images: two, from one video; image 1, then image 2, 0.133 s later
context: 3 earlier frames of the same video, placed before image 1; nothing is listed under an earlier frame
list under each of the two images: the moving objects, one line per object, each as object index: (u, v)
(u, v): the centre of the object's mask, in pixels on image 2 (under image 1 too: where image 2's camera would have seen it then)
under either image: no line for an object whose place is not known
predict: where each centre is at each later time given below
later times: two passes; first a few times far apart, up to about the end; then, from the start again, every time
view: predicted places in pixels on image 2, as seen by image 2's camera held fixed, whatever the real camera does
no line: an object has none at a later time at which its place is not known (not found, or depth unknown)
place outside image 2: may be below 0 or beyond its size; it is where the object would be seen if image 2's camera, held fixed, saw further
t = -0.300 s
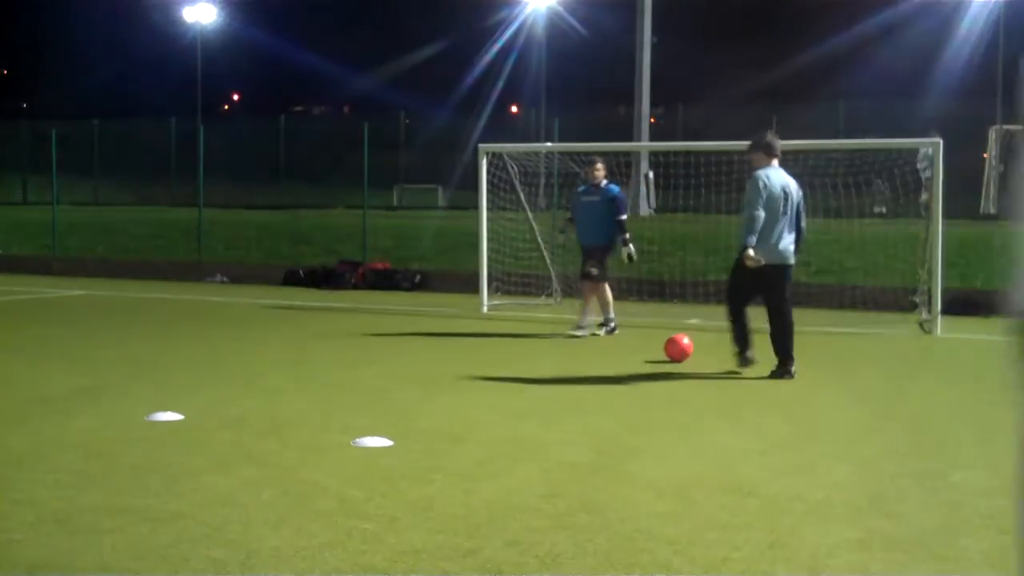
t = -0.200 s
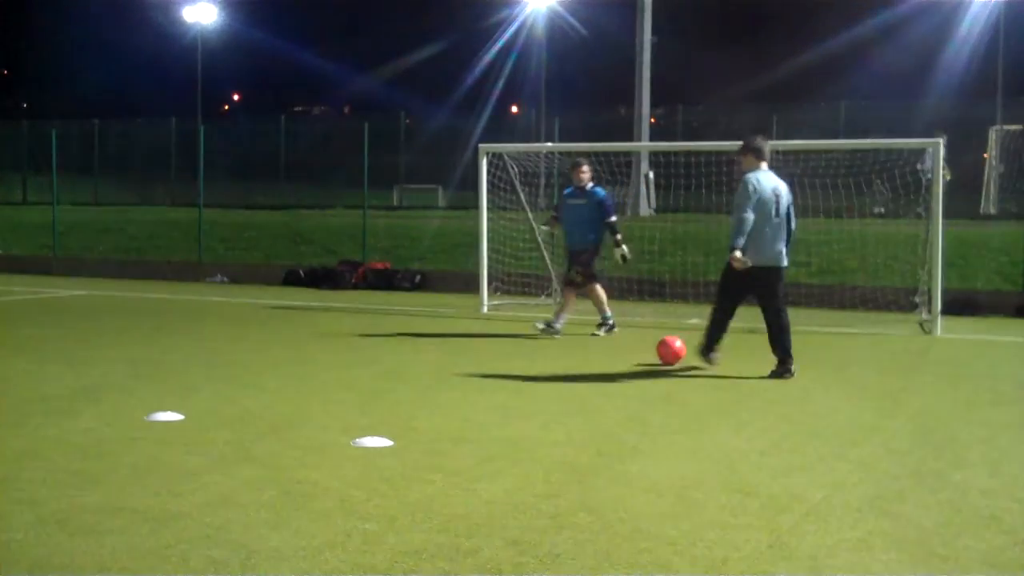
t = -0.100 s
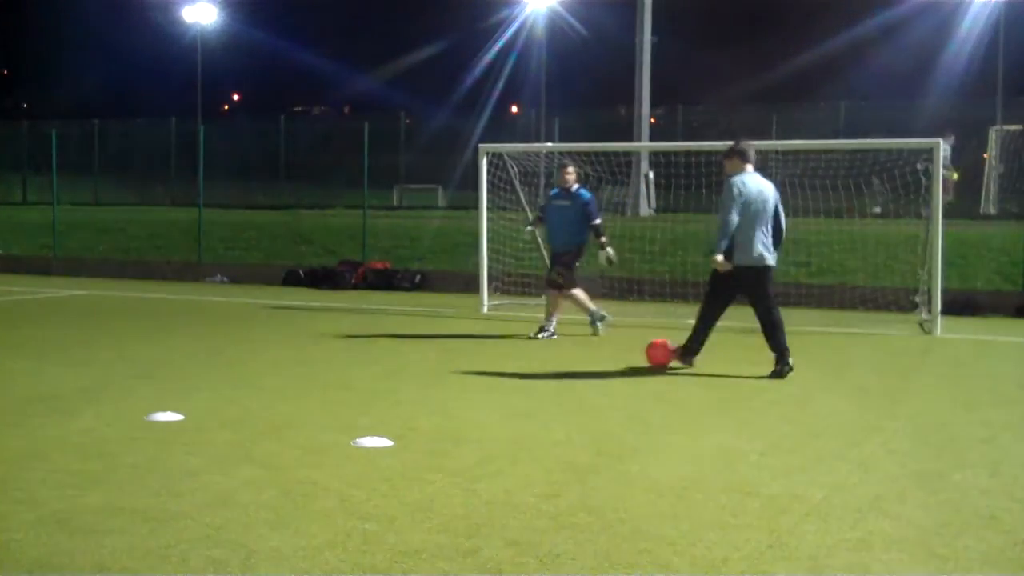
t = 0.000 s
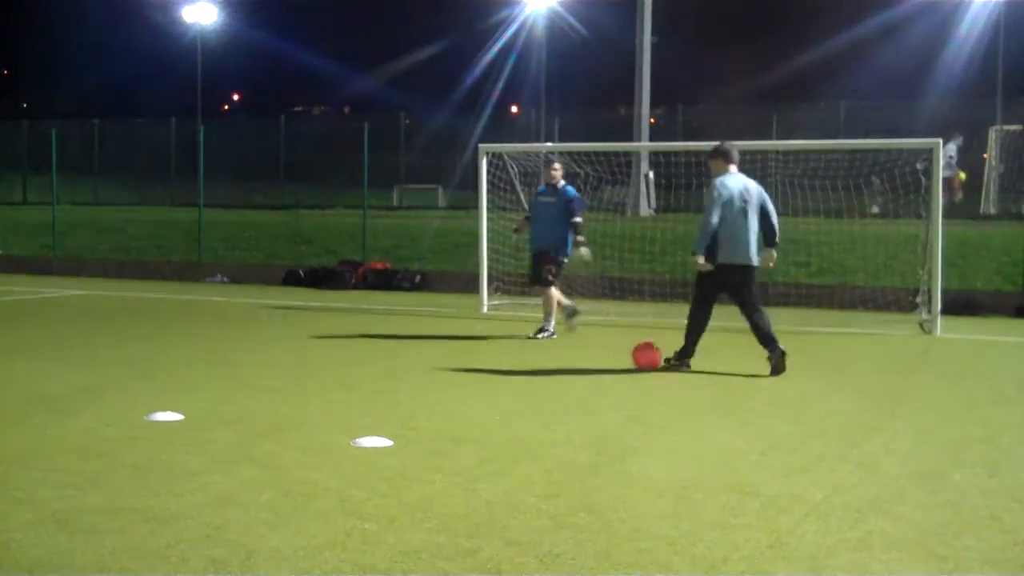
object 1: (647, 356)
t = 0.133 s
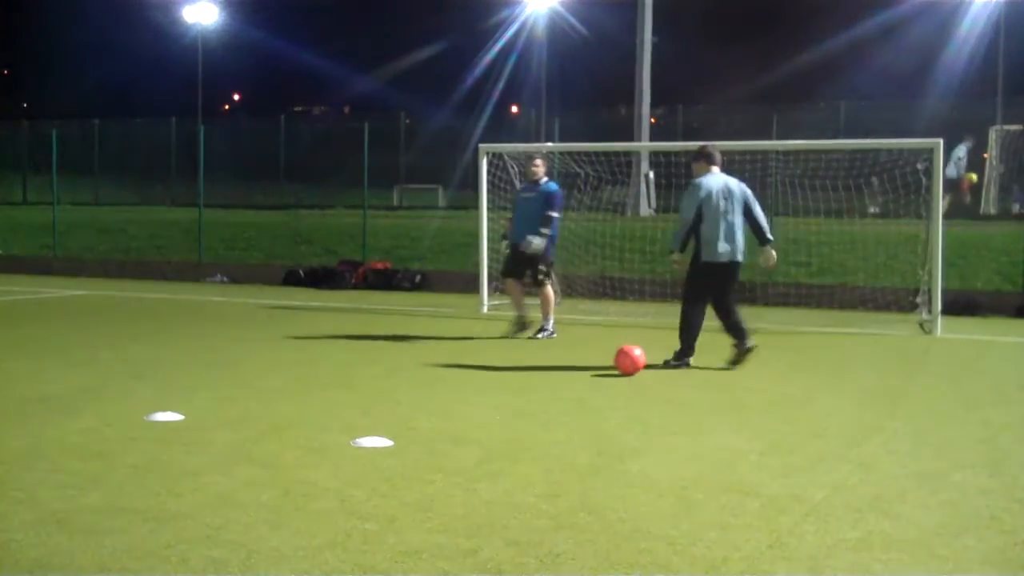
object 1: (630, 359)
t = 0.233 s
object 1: (616, 362)
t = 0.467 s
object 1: (581, 371)
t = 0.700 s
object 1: (543, 378)
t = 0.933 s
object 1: (500, 387)
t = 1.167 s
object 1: (453, 397)
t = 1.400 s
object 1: (399, 409)
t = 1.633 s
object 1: (338, 421)
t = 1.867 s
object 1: (268, 435)
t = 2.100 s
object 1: (189, 451)
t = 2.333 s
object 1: (95, 469)
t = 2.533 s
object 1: (16, 486)
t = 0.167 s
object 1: (626, 361)
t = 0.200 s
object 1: (621, 361)
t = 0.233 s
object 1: (616, 362)
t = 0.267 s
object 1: (611, 364)
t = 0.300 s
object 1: (606, 364)
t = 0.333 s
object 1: (602, 366)
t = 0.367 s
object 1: (597, 366)
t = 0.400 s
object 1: (591, 368)
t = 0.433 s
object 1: (587, 369)
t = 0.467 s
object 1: (581, 371)
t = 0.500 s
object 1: (576, 371)
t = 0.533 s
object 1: (571, 372)
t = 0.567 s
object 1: (565, 374)
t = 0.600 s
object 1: (560, 375)
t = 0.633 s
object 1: (554, 376)
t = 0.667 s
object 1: (549, 377)
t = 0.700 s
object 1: (543, 378)
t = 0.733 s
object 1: (537, 379)
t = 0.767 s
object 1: (532, 381)
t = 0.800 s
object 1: (525, 382)
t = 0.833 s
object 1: (519, 383)
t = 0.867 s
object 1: (513, 385)
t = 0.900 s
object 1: (507, 386)
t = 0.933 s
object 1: (500, 387)
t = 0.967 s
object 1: (494, 388)
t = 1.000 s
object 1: (487, 390)
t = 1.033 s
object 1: (480, 392)
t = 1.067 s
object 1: (474, 393)
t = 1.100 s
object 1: (467, 394)
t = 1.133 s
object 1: (460, 396)
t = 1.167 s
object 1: (453, 397)
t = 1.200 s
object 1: (446, 399)
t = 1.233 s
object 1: (438, 401)
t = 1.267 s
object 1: (430, 402)
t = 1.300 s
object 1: (423, 404)
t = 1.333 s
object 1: (414, 405)
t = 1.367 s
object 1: (407, 407)
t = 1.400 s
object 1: (399, 409)
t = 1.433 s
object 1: (391, 410)
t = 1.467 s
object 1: (383, 412)
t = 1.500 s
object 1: (374, 414)
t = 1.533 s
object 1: (365, 416)
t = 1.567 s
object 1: (356, 417)
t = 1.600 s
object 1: (347, 418)
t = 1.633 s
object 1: (338, 421)
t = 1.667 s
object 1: (328, 423)
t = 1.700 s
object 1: (319, 425)
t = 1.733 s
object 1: (309, 427)
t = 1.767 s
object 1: (299, 429)
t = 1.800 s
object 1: (289, 431)
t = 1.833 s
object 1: (278, 433)
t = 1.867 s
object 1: (268, 435)
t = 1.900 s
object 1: (257, 437)
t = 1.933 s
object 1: (246, 440)
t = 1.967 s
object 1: (234, 442)
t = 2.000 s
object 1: (223, 445)
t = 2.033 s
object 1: (212, 446)
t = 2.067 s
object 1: (201, 448)
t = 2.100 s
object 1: (189, 451)
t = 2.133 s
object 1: (176, 453)
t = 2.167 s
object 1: (163, 456)
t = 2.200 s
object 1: (150, 459)
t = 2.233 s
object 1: (137, 461)
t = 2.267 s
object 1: (123, 463)
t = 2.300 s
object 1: (109, 467)
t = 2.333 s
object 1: (95, 469)
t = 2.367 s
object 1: (81, 472)
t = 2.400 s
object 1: (66, 476)
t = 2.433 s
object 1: (51, 478)
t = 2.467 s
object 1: (35, 481)
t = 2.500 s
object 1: (24, 484)
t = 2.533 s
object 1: (16, 486)
